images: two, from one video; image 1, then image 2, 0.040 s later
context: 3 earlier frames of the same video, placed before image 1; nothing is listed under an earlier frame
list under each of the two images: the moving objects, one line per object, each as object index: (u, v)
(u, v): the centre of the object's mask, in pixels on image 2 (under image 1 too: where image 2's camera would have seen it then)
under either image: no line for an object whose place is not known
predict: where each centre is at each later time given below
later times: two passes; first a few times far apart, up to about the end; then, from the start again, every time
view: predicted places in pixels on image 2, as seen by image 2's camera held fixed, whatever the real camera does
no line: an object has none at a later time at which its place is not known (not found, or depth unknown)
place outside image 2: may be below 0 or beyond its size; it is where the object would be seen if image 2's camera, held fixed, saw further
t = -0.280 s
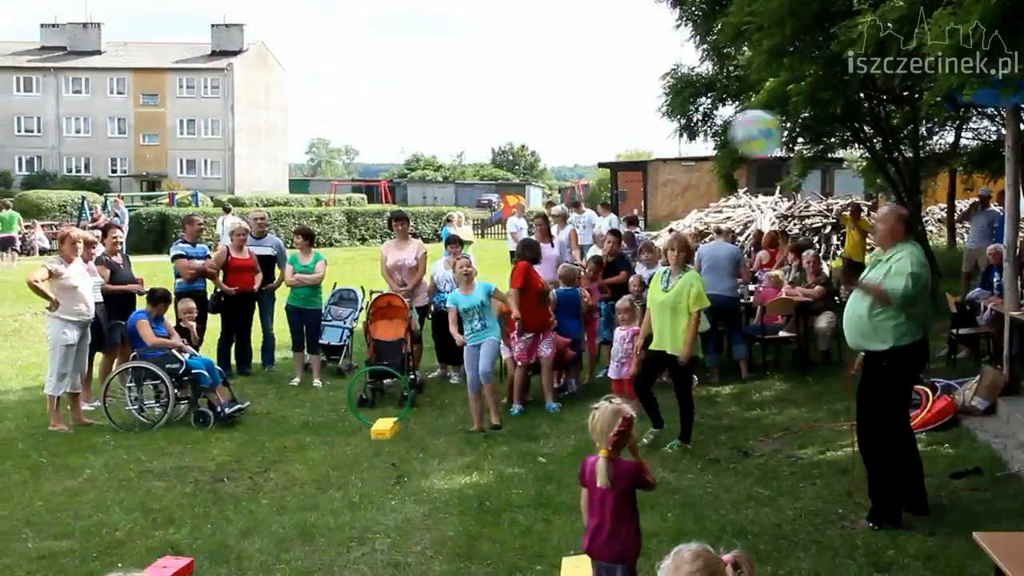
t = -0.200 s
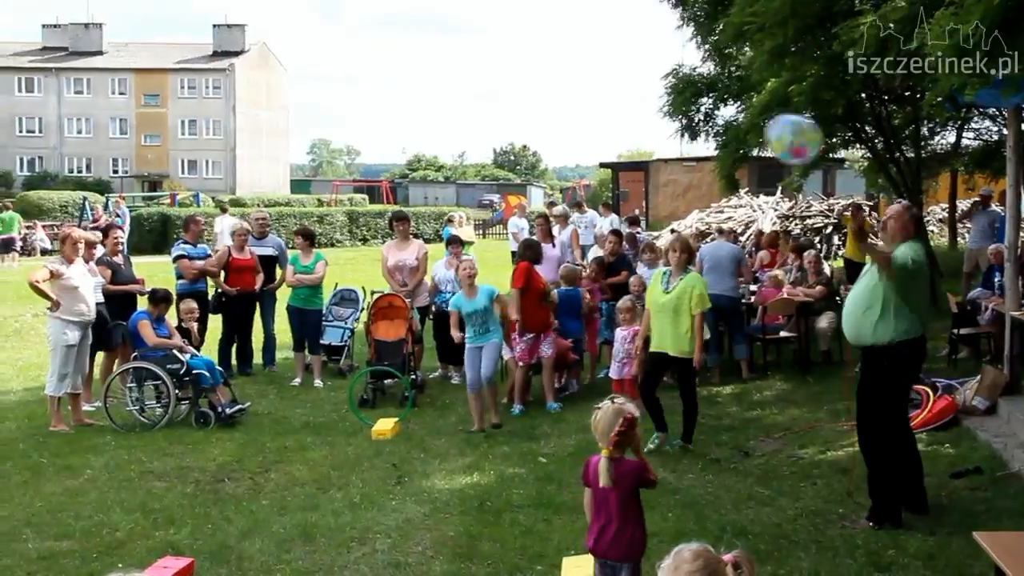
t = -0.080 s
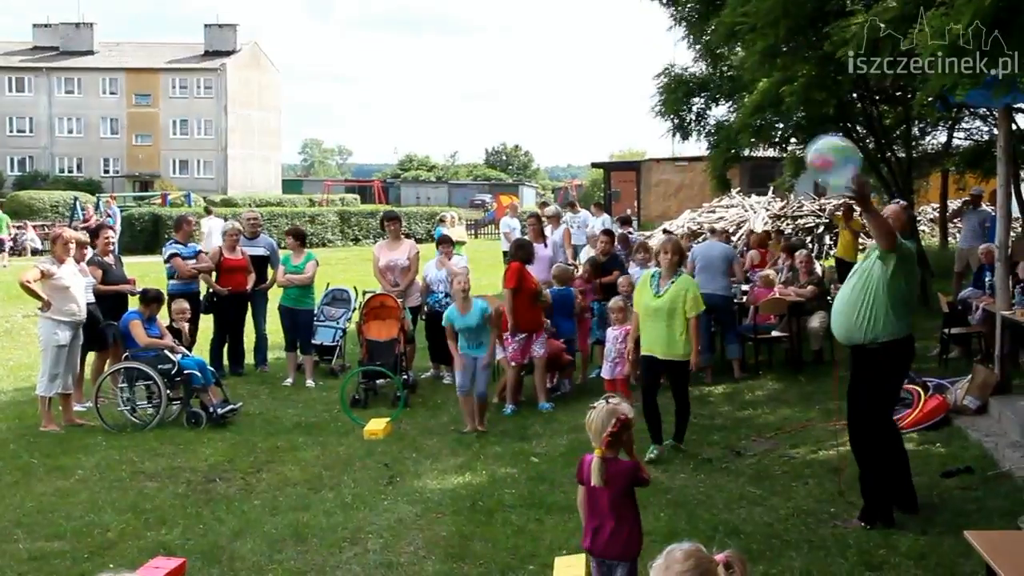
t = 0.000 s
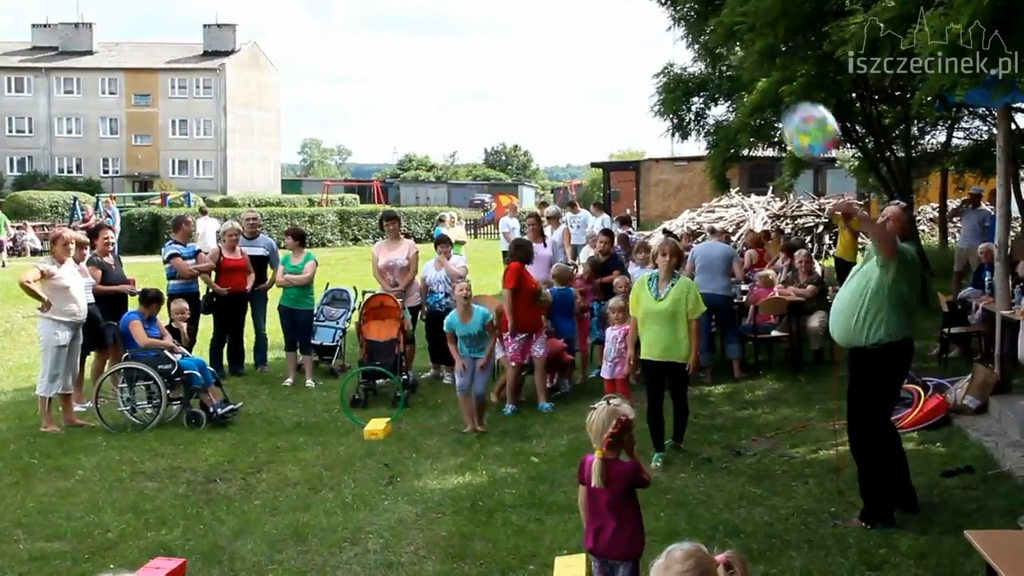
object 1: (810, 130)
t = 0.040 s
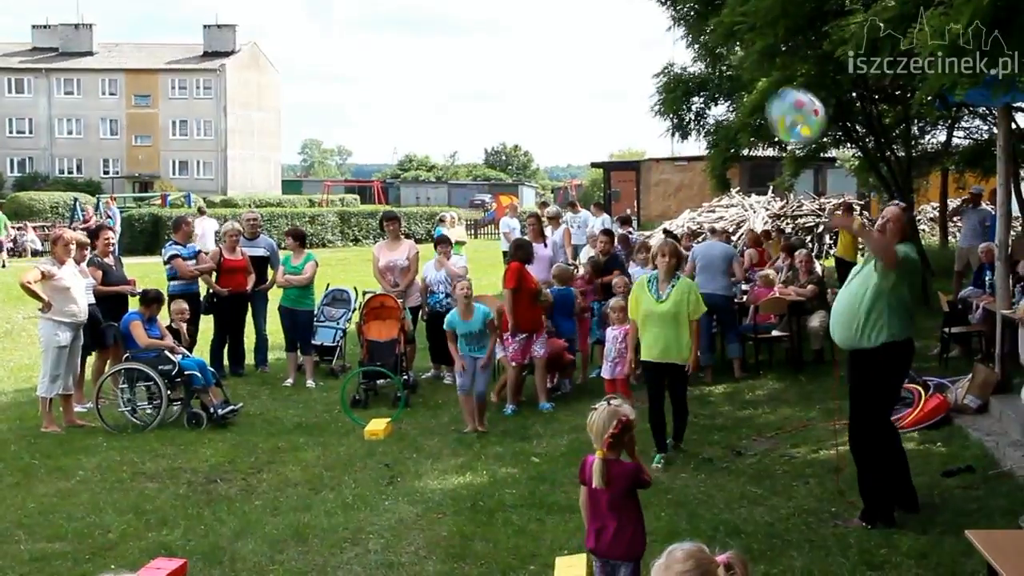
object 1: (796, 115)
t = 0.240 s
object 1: (723, 76)
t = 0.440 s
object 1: (660, 91)
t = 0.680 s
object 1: (590, 180)
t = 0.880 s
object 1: (541, 303)
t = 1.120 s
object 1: (485, 495)
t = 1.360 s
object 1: (476, 469)
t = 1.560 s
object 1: (472, 450)
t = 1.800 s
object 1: (467, 493)
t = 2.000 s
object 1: (470, 502)
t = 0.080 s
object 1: (781, 104)
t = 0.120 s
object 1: (766, 95)
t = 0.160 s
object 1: (751, 86)
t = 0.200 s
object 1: (736, 80)
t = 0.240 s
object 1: (723, 76)
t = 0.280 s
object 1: (708, 75)
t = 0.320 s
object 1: (696, 76)
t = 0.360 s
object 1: (683, 80)
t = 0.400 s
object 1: (671, 86)
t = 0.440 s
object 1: (660, 91)
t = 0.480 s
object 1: (647, 100)
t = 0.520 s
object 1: (632, 113)
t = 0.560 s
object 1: (622, 127)
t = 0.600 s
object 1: (612, 146)
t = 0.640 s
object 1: (602, 158)
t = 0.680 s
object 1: (590, 180)
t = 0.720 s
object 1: (579, 197)
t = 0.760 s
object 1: (569, 221)
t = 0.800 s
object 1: (560, 248)
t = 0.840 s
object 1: (550, 275)
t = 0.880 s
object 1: (541, 303)
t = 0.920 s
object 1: (531, 332)
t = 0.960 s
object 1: (522, 362)
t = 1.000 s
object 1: (513, 393)
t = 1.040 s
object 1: (504, 425)
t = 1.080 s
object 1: (495, 458)
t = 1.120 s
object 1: (485, 495)
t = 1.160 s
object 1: (479, 527)
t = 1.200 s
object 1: (479, 524)
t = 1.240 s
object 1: (478, 507)
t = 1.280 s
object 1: (477, 492)
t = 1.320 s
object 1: (477, 480)
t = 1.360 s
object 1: (476, 469)
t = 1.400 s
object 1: (475, 461)
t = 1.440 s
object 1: (474, 455)
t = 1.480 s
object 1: (474, 451)
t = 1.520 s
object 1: (473, 450)
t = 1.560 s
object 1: (472, 450)
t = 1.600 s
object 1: (471, 452)
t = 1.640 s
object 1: (471, 456)
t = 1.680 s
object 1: (470, 462)
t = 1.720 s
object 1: (468, 471)
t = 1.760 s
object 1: (467, 481)
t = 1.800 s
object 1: (467, 493)
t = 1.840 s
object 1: (465, 508)
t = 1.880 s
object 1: (464, 520)
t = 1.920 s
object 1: (466, 514)
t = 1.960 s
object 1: (467, 507)
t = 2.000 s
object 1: (470, 502)
